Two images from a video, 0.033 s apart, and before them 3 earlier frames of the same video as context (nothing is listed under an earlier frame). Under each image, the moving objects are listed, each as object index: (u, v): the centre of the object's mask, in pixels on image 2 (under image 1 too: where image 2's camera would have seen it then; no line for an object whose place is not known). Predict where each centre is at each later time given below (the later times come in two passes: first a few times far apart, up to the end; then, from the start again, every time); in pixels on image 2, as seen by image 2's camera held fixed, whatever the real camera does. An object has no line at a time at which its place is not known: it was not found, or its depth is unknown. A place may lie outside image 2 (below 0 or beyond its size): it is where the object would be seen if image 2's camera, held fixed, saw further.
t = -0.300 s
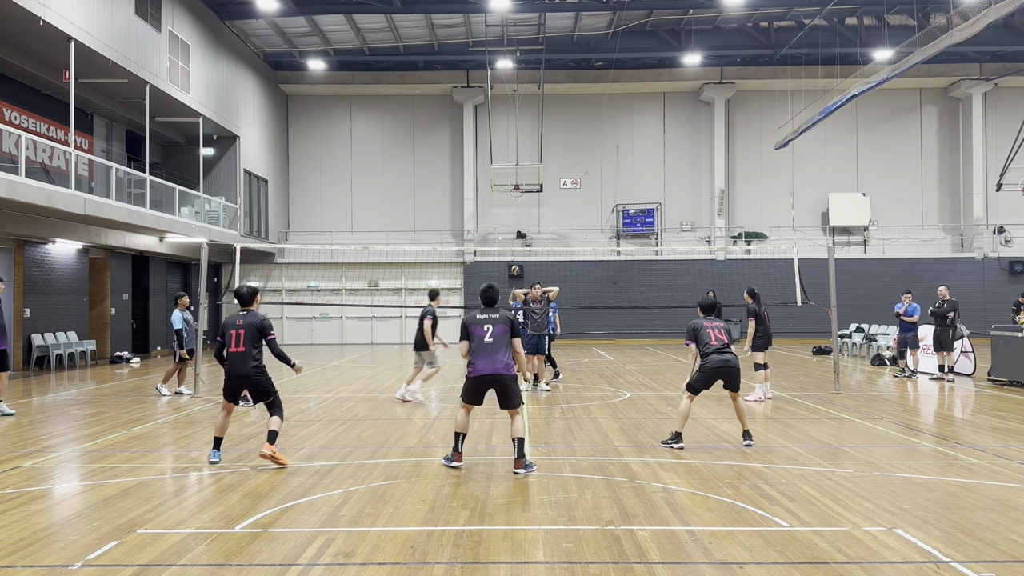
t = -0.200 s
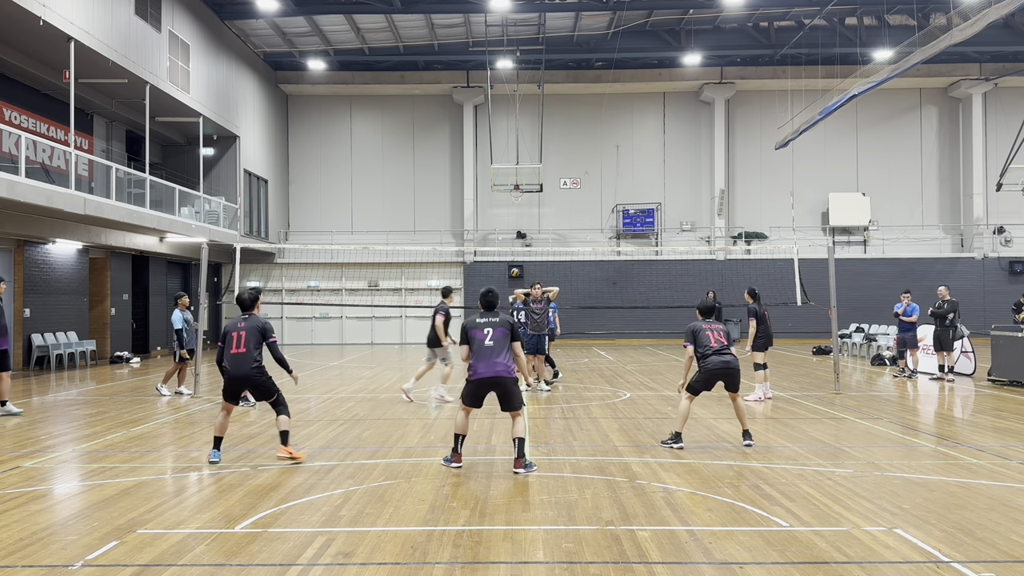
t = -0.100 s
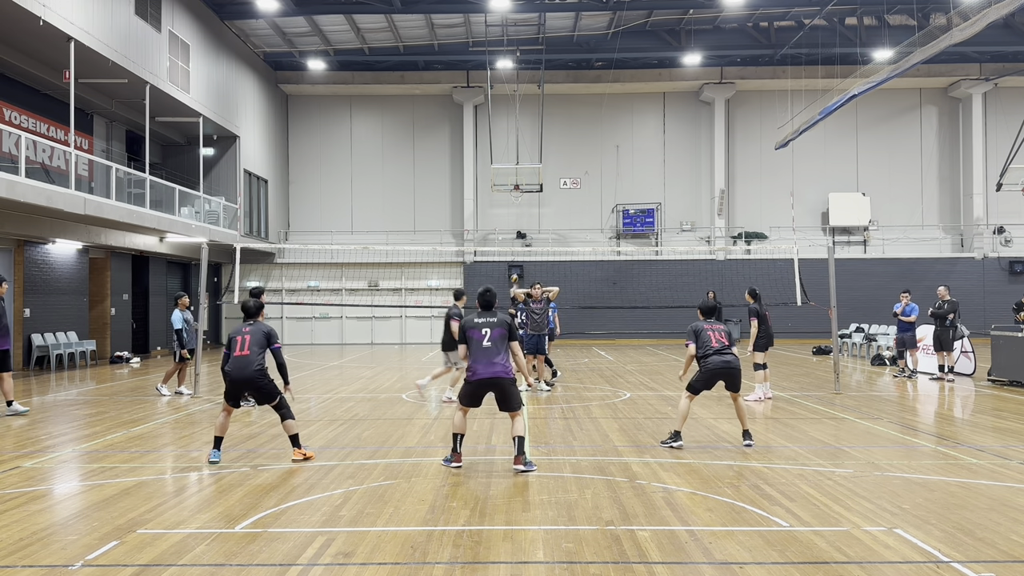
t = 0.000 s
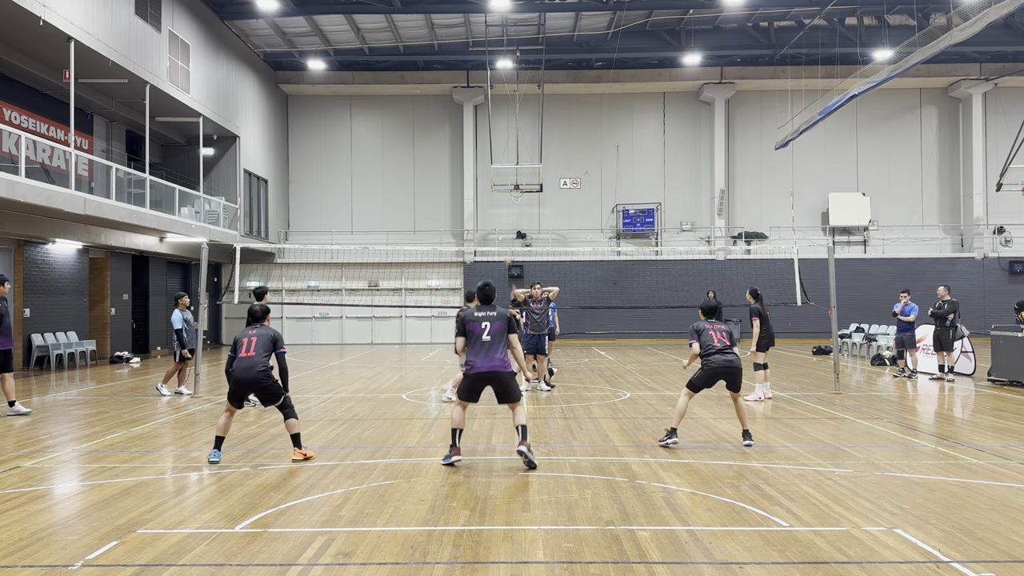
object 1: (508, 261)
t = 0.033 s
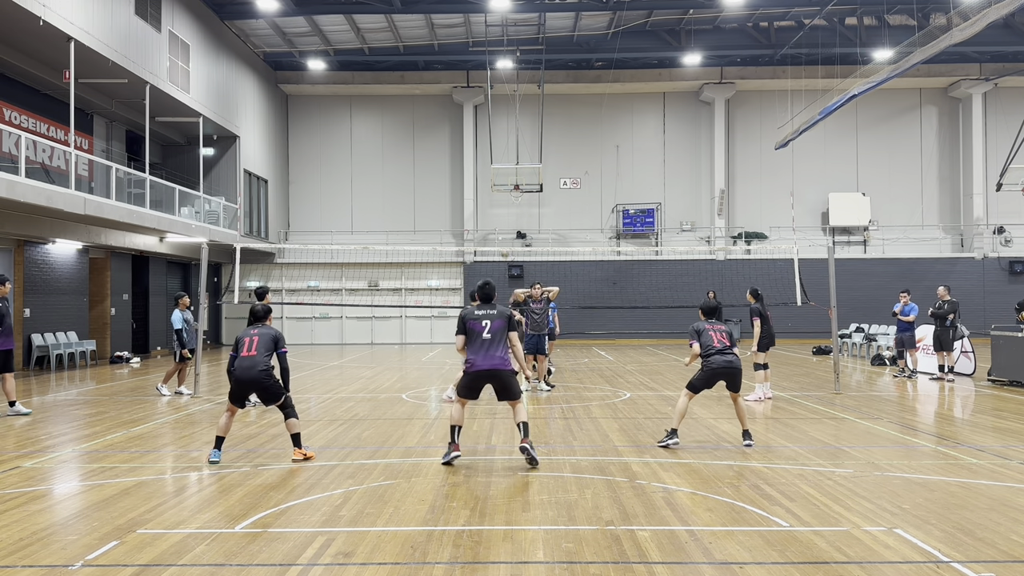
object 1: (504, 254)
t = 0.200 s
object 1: (488, 217)
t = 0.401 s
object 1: (465, 189)
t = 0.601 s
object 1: (437, 178)
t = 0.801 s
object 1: (403, 184)
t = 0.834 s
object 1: (397, 186)
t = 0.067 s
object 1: (501, 243)
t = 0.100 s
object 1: (498, 236)
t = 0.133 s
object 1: (495, 231)
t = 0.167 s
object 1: (492, 224)
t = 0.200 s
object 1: (488, 217)
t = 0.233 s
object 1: (485, 212)
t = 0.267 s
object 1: (482, 207)
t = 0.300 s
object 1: (478, 201)
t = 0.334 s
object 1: (474, 197)
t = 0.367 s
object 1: (470, 193)
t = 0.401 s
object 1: (465, 189)
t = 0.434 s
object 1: (461, 186)
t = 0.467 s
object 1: (457, 183)
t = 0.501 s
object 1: (453, 181)
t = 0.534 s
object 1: (447, 179)
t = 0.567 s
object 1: (442, 178)
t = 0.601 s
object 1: (437, 178)
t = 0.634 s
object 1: (432, 177)
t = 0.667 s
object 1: (427, 177)
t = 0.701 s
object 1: (422, 178)
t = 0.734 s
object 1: (416, 179)
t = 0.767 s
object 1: (410, 181)
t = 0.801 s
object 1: (403, 184)
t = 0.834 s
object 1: (397, 186)
